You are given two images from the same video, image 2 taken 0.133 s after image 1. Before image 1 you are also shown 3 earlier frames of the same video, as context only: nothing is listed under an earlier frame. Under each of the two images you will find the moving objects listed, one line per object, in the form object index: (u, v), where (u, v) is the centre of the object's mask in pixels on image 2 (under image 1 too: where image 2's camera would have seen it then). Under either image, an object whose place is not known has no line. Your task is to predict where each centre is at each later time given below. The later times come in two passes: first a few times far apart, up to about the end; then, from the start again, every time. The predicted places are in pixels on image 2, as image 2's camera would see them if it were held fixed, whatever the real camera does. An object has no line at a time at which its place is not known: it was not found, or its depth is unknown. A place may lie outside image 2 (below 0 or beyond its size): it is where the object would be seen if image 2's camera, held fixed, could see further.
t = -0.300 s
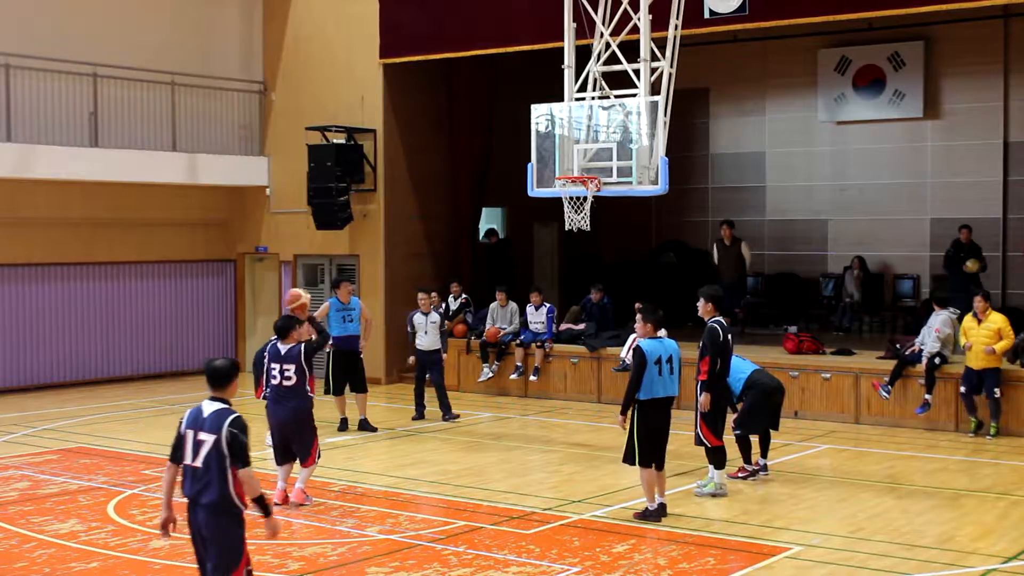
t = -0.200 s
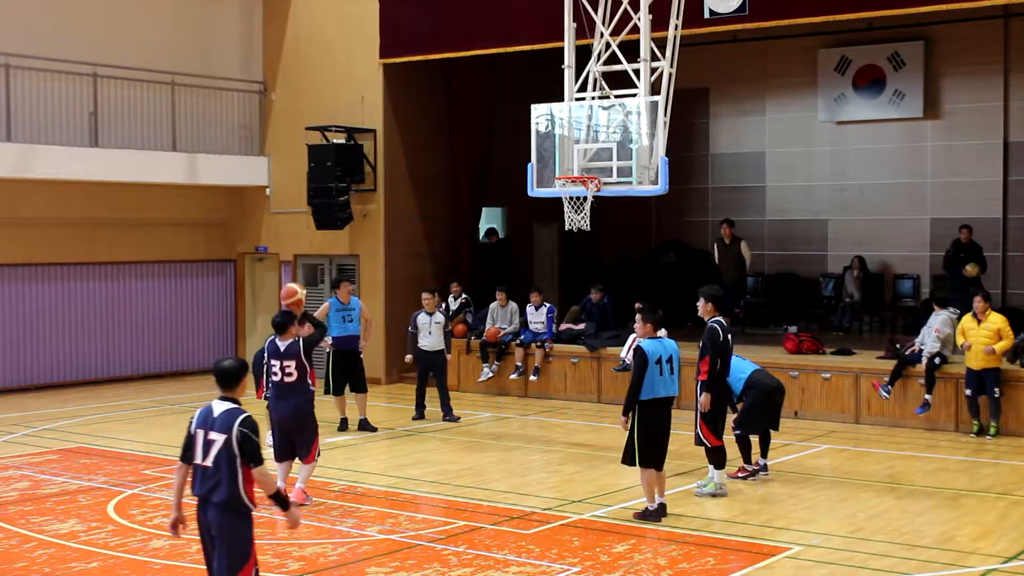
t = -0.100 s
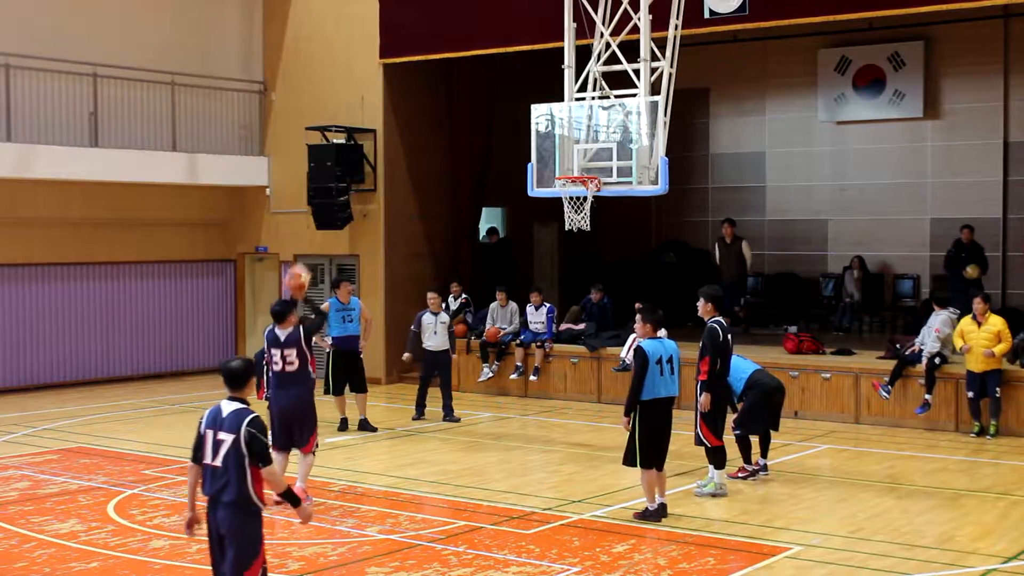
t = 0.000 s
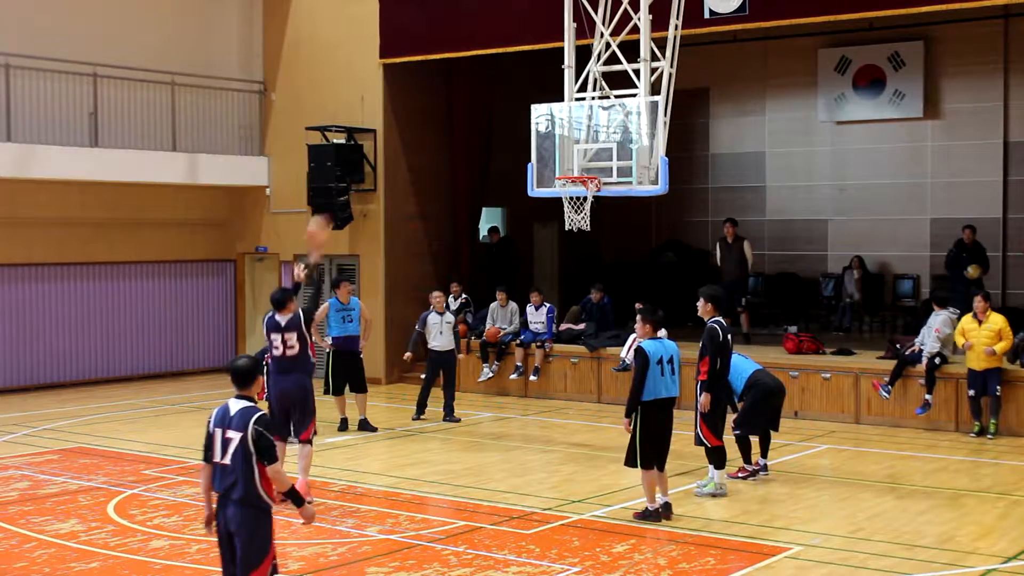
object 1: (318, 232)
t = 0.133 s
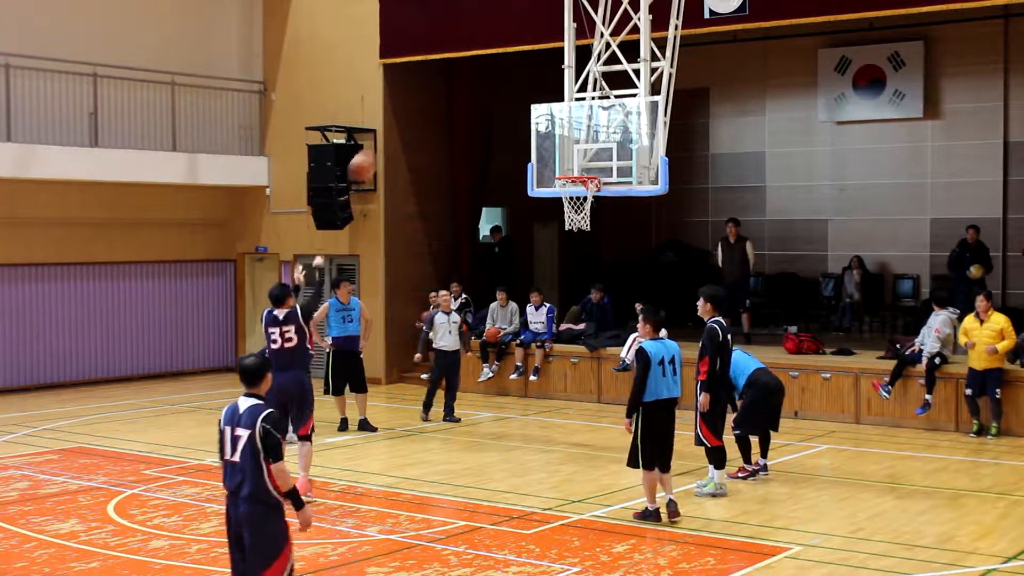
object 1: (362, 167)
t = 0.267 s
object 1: (407, 119)
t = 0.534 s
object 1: (484, 84)
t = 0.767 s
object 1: (544, 105)
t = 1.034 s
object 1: (575, 178)
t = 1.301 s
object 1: (560, 210)
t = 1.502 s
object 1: (558, 248)
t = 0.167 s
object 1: (376, 150)
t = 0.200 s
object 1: (387, 138)
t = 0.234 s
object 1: (396, 128)
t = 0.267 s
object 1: (407, 119)
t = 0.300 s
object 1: (417, 111)
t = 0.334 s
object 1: (427, 103)
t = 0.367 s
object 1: (437, 97)
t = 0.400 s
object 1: (447, 93)
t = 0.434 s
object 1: (457, 89)
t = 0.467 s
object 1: (466, 86)
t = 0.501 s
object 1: (476, 84)
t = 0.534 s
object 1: (484, 84)
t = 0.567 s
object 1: (494, 84)
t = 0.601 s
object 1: (503, 86)
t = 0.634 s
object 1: (511, 89)
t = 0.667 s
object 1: (520, 92)
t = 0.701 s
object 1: (528, 95)
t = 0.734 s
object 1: (535, 99)
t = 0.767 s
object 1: (544, 105)
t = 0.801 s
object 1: (553, 113)
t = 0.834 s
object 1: (562, 122)
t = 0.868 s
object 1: (569, 131)
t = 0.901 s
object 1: (576, 141)
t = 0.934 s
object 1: (584, 151)
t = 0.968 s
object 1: (588, 161)
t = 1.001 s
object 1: (581, 167)
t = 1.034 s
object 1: (575, 178)
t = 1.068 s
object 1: (570, 188)
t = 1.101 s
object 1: (565, 200)
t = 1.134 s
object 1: (562, 204)
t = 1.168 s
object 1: (562, 204)
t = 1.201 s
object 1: (562, 203)
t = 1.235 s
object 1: (561, 204)
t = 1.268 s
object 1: (561, 209)
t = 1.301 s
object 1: (560, 210)
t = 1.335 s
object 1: (560, 213)
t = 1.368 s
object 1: (560, 218)
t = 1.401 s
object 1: (559, 224)
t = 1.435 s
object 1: (559, 232)
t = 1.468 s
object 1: (559, 239)
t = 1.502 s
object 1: (558, 248)
